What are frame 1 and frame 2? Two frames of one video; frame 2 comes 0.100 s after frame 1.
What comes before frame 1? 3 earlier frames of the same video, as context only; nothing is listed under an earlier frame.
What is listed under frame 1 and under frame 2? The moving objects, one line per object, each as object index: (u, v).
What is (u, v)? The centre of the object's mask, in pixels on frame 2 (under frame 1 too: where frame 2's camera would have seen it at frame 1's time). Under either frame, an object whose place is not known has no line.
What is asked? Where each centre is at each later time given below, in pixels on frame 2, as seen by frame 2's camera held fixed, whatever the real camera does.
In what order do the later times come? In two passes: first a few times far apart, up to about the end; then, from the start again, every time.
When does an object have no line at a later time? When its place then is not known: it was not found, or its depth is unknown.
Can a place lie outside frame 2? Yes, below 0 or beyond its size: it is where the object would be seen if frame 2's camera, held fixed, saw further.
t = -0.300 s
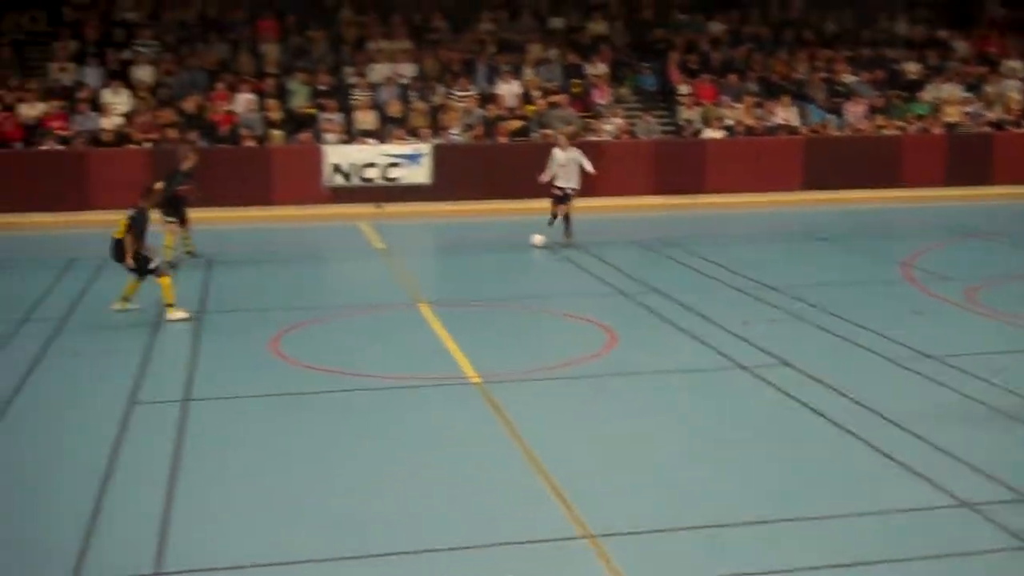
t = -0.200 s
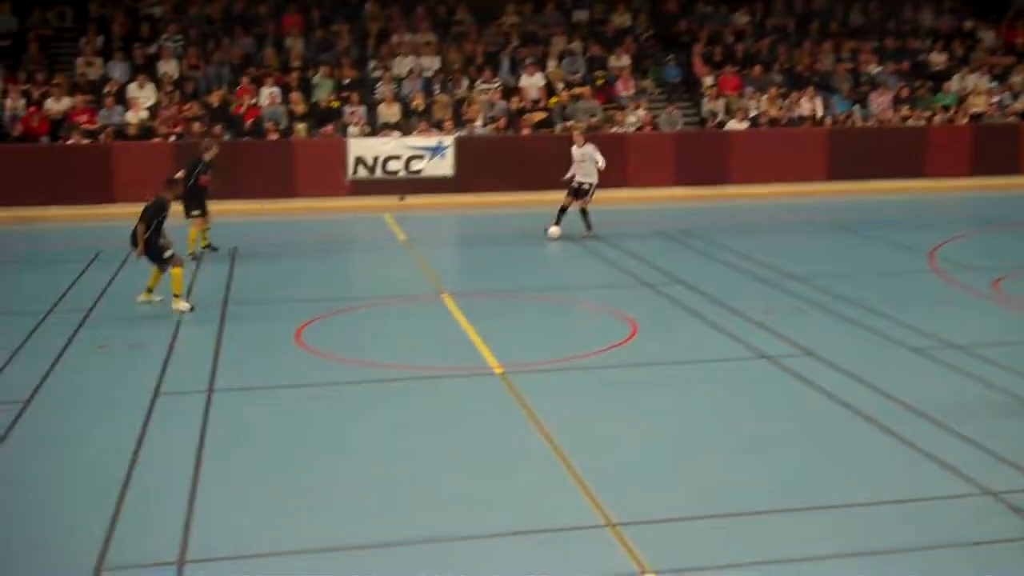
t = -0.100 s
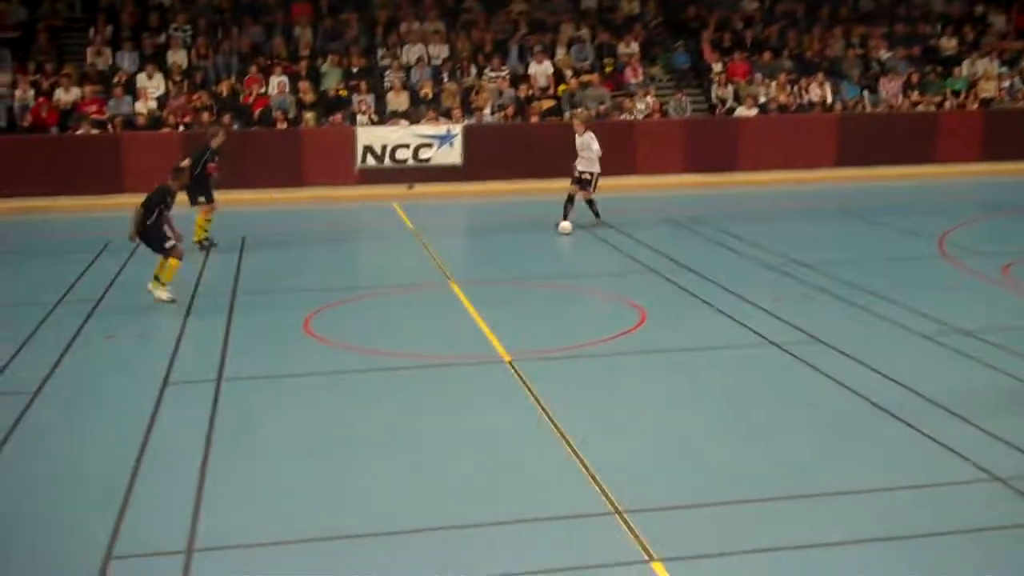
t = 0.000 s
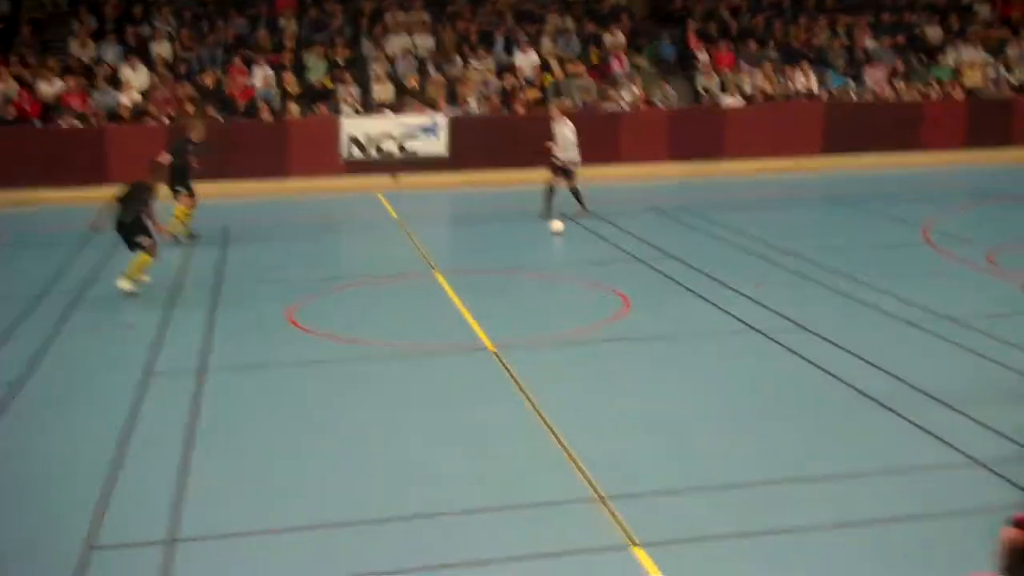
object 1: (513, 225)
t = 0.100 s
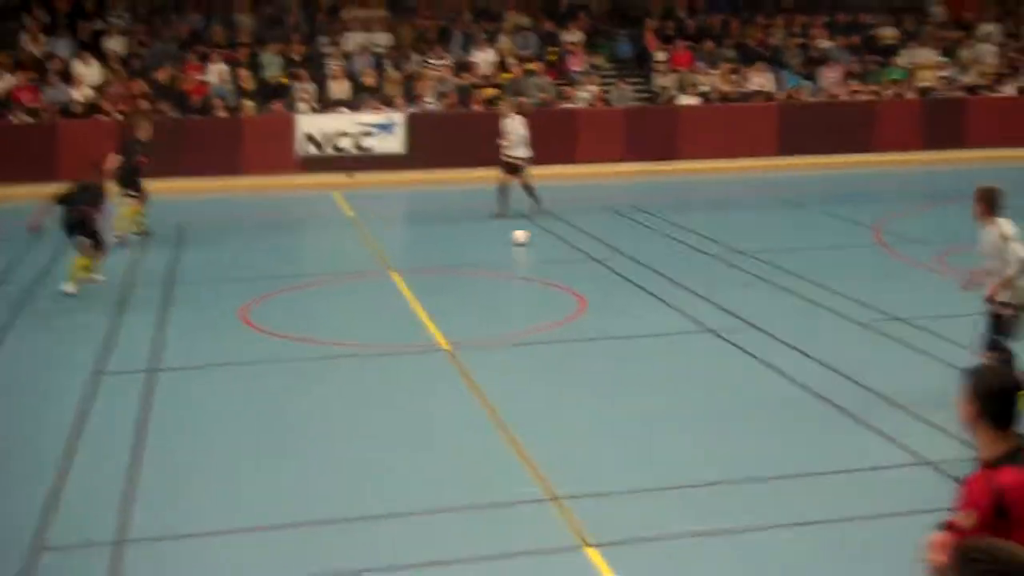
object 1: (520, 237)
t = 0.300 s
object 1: (534, 260)
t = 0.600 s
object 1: (554, 297)
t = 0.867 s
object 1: (572, 332)
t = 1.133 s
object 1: (591, 375)
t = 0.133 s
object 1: (521, 241)
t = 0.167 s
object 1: (524, 245)
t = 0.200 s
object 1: (526, 249)
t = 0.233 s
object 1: (529, 253)
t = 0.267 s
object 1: (532, 256)
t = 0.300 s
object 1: (534, 260)
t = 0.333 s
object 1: (536, 265)
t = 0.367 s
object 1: (539, 268)
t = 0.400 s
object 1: (541, 273)
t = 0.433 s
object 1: (543, 277)
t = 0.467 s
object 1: (545, 281)
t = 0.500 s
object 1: (547, 285)
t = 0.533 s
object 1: (550, 289)
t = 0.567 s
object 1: (552, 293)
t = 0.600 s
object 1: (554, 297)
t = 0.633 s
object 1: (556, 302)
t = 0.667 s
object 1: (558, 305)
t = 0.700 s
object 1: (561, 310)
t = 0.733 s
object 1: (564, 314)
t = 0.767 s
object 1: (565, 318)
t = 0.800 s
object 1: (568, 323)
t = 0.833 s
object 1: (570, 328)
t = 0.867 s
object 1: (572, 332)
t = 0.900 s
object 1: (574, 337)
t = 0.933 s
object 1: (577, 342)
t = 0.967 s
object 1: (579, 348)
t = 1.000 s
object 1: (581, 352)
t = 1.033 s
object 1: (583, 358)
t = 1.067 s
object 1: (586, 363)
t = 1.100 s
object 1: (589, 369)
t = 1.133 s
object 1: (591, 375)
